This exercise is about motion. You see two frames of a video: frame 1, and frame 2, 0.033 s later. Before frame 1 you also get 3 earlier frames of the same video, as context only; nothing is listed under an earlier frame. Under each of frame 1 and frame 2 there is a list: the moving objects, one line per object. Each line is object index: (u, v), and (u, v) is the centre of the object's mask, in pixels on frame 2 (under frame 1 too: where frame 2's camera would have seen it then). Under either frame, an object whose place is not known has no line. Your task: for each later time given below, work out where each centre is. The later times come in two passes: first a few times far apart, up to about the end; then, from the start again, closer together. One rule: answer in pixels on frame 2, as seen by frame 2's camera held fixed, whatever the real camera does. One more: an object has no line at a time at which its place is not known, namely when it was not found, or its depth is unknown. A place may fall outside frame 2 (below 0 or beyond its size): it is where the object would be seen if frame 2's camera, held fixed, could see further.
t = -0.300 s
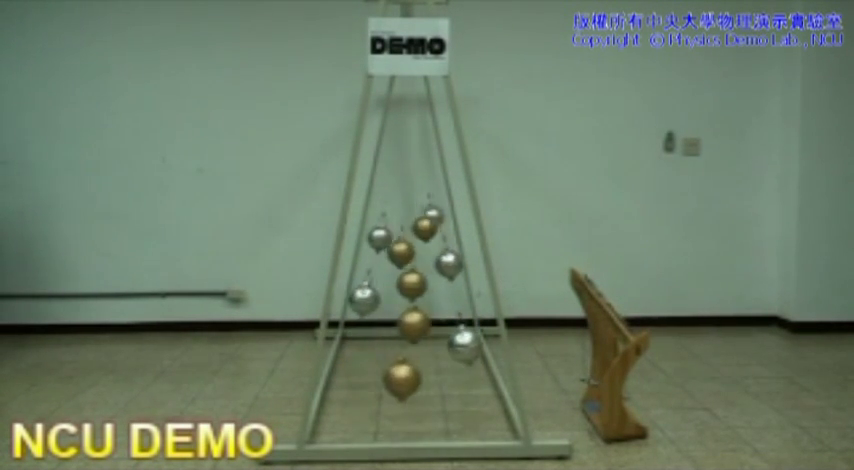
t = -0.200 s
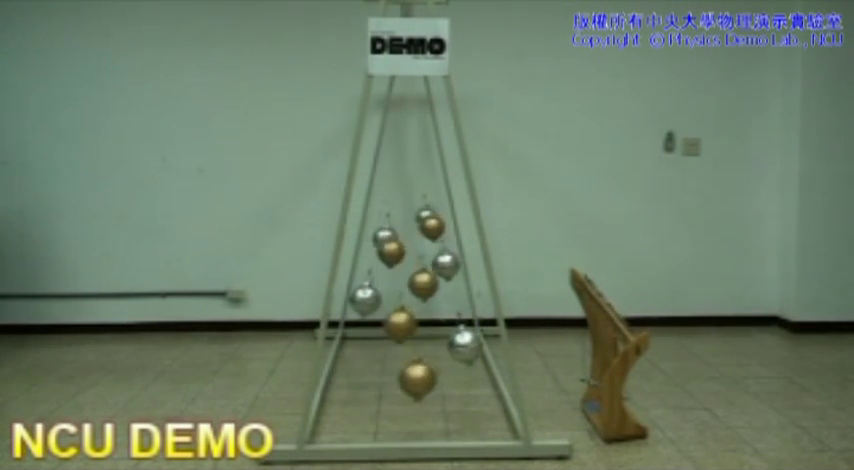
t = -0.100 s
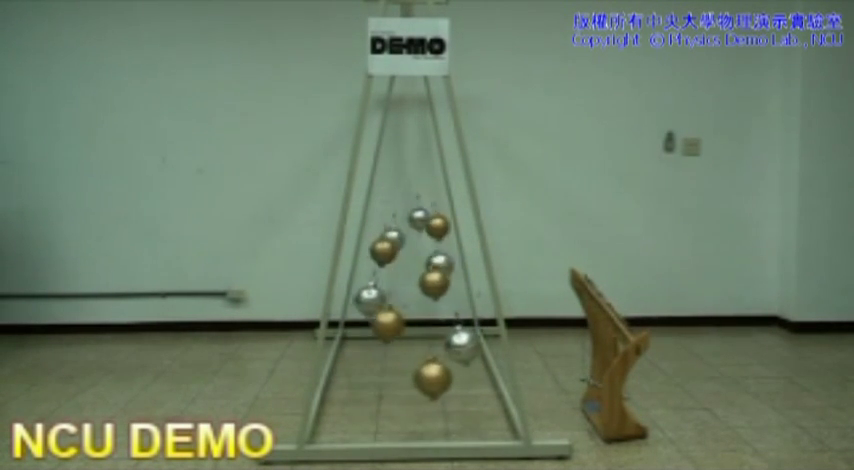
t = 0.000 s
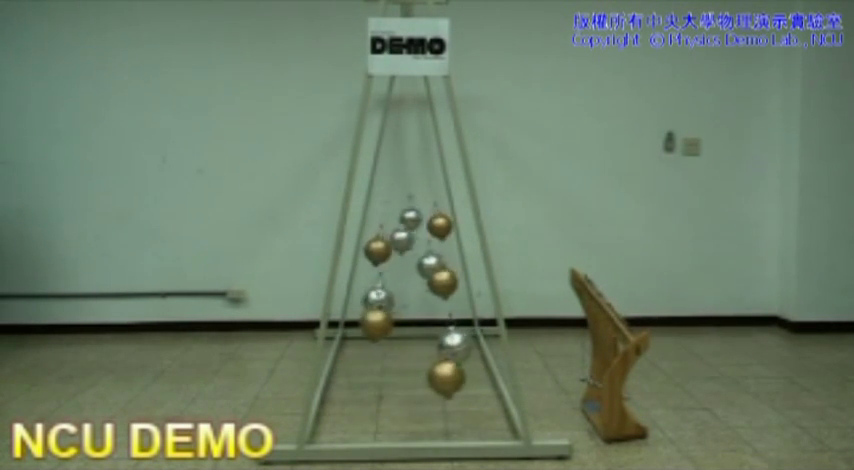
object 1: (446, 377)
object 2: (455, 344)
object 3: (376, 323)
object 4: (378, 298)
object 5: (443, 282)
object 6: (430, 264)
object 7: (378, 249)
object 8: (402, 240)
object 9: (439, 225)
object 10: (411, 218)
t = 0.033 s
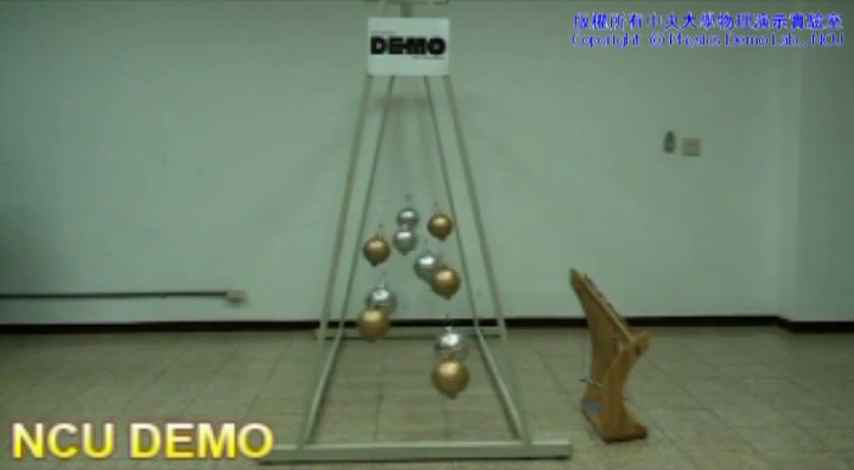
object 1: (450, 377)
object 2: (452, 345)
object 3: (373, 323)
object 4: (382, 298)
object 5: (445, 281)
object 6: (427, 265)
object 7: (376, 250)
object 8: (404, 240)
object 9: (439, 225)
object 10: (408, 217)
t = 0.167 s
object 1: (463, 375)
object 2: (437, 349)
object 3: (364, 321)
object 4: (396, 302)
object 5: (451, 280)
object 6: (413, 267)
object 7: (375, 249)
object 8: (417, 239)
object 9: (438, 225)
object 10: (397, 218)
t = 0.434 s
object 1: (470, 373)
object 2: (399, 350)
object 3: (363, 321)
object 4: (429, 302)
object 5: (447, 280)
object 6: (385, 267)
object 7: (387, 247)
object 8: (438, 237)
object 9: (420, 227)
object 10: (383, 216)
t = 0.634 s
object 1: (458, 375)
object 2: (374, 348)
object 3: (379, 319)
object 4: (448, 299)
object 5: (429, 281)
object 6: (373, 265)
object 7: (406, 253)
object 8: (442, 236)
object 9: (403, 227)
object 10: (385, 216)
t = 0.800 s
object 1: (439, 377)
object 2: (361, 346)
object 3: (398, 324)
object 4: (456, 299)
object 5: (411, 284)
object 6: (372, 265)
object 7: (422, 252)
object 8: (438, 237)
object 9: (389, 227)
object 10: (394, 212)
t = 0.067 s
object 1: (454, 377)
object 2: (448, 345)
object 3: (370, 322)
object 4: (385, 300)
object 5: (447, 281)
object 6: (423, 266)
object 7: (376, 249)
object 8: (408, 240)
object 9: (439, 225)
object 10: (405, 217)
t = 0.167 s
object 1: (463, 375)
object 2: (437, 349)
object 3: (364, 321)
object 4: (396, 302)
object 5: (451, 280)
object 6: (413, 267)
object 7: (375, 249)
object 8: (417, 239)
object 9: (438, 225)
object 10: (397, 218)
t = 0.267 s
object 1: (469, 373)
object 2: (422, 349)
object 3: (361, 321)
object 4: (409, 302)
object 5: (452, 280)
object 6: (402, 267)
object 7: (377, 250)
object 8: (427, 239)
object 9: (436, 222)
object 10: (390, 218)
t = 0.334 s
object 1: (470, 373)
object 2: (413, 349)
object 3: (361, 321)
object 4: (417, 302)
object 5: (451, 280)
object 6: (395, 267)
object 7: (379, 249)
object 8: (432, 239)
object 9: (428, 222)
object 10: (386, 217)
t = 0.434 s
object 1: (470, 373)
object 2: (399, 350)
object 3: (363, 321)
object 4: (429, 302)
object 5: (447, 280)
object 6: (385, 267)
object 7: (387, 247)
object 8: (438, 237)
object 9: (420, 227)
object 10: (383, 216)
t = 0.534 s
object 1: (467, 374)
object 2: (386, 349)
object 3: (369, 321)
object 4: (440, 301)
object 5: (440, 278)
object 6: (377, 265)
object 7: (397, 251)
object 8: (441, 236)
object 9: (412, 228)
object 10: (383, 216)
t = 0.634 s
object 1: (458, 375)
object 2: (374, 348)
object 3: (379, 319)
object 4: (448, 299)
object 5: (429, 281)
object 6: (373, 265)
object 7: (406, 253)
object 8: (442, 236)
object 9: (403, 227)
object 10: (385, 216)
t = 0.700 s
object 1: (451, 376)
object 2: (368, 347)
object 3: (386, 321)
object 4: (452, 298)
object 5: (423, 283)
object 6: (371, 265)
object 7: (413, 252)
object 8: (441, 236)
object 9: (398, 228)
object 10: (386, 215)
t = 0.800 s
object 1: (439, 377)
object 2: (361, 346)
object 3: (398, 324)
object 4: (456, 299)
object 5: (411, 284)
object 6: (372, 265)
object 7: (422, 252)
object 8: (438, 237)
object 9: (389, 227)
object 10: (394, 212)
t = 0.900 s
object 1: (424, 378)
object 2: (357, 346)
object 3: (412, 324)
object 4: (456, 298)
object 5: (400, 284)
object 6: (375, 264)
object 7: (432, 251)
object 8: (431, 233)
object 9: (384, 226)
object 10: (402, 218)
